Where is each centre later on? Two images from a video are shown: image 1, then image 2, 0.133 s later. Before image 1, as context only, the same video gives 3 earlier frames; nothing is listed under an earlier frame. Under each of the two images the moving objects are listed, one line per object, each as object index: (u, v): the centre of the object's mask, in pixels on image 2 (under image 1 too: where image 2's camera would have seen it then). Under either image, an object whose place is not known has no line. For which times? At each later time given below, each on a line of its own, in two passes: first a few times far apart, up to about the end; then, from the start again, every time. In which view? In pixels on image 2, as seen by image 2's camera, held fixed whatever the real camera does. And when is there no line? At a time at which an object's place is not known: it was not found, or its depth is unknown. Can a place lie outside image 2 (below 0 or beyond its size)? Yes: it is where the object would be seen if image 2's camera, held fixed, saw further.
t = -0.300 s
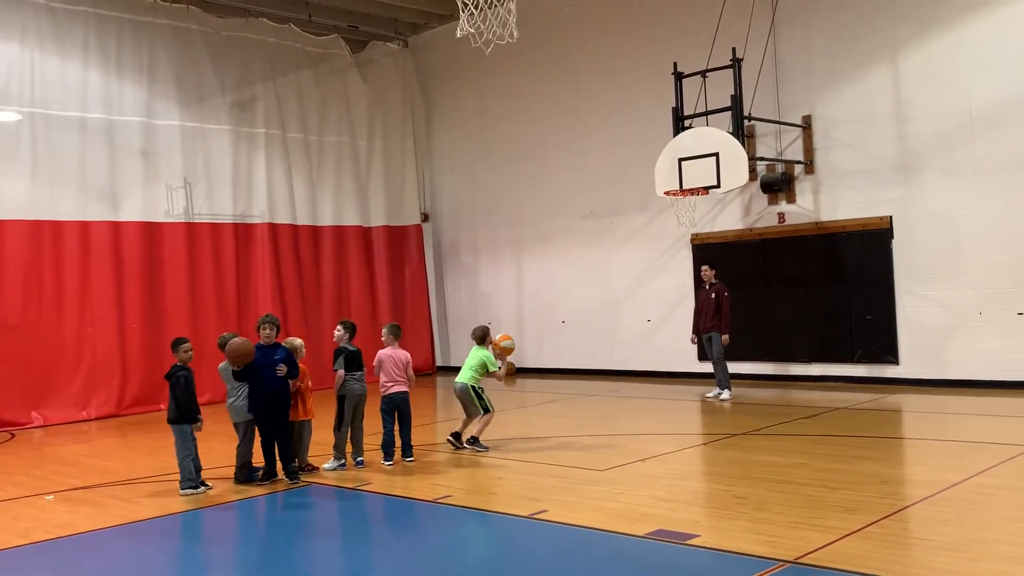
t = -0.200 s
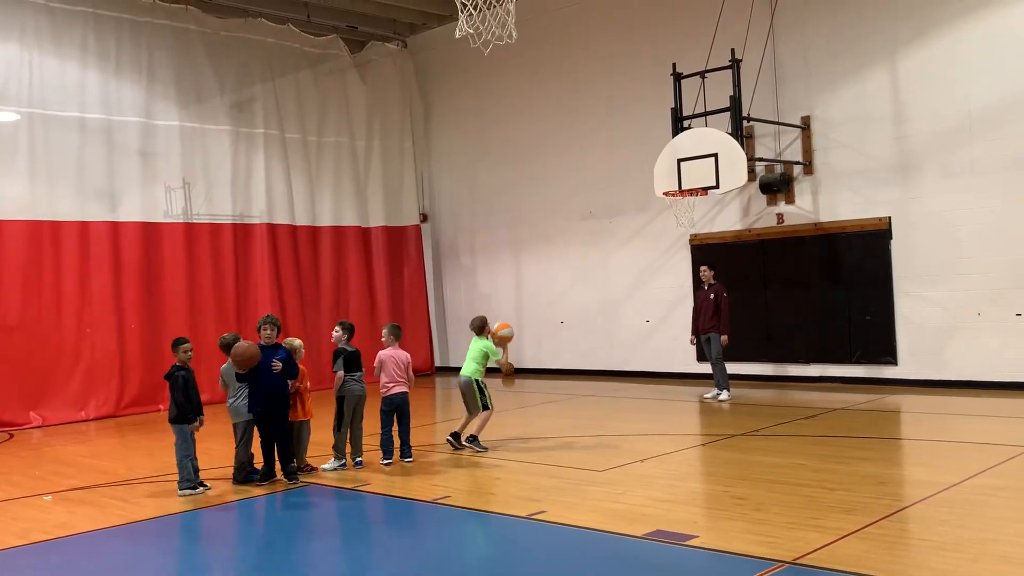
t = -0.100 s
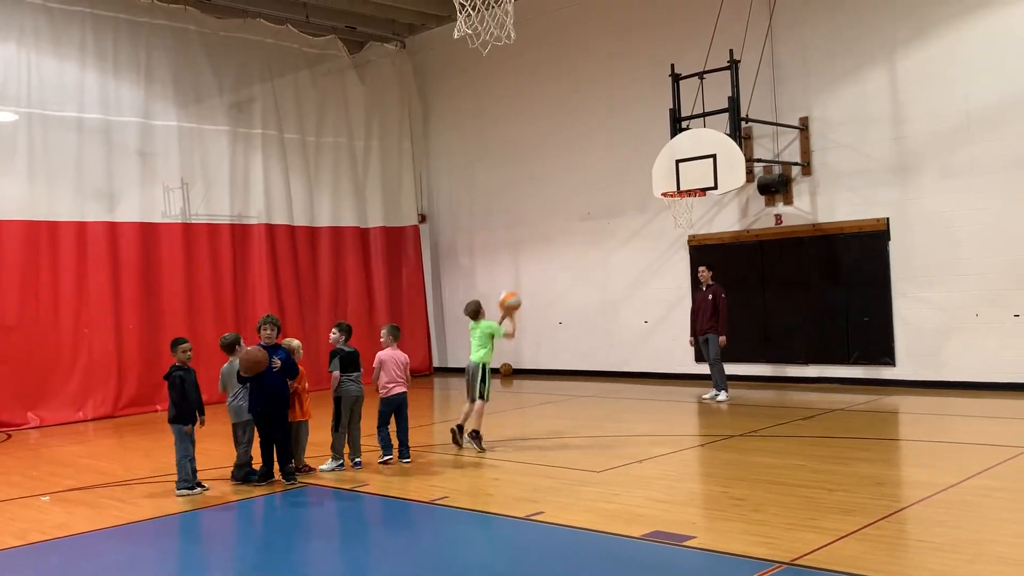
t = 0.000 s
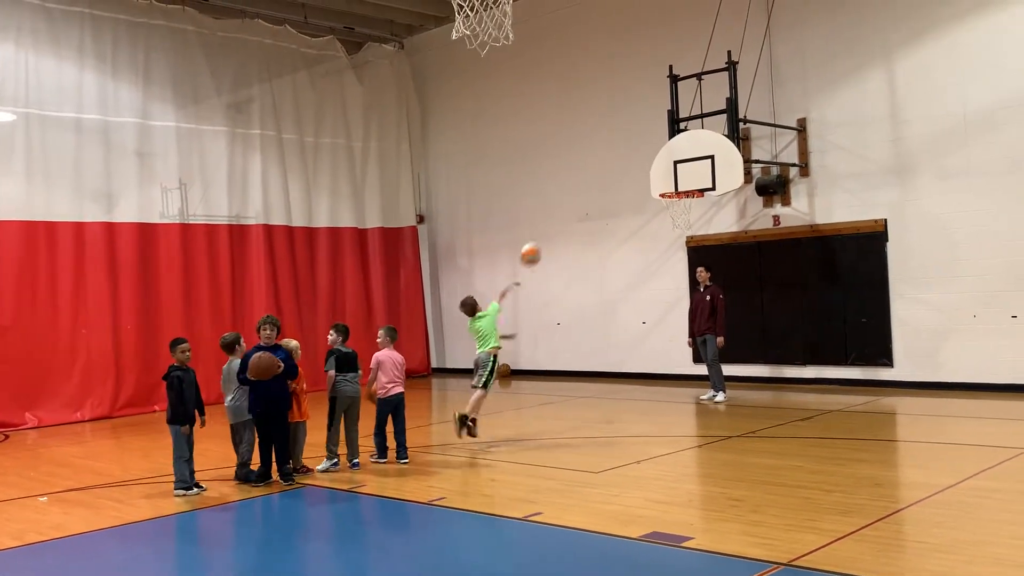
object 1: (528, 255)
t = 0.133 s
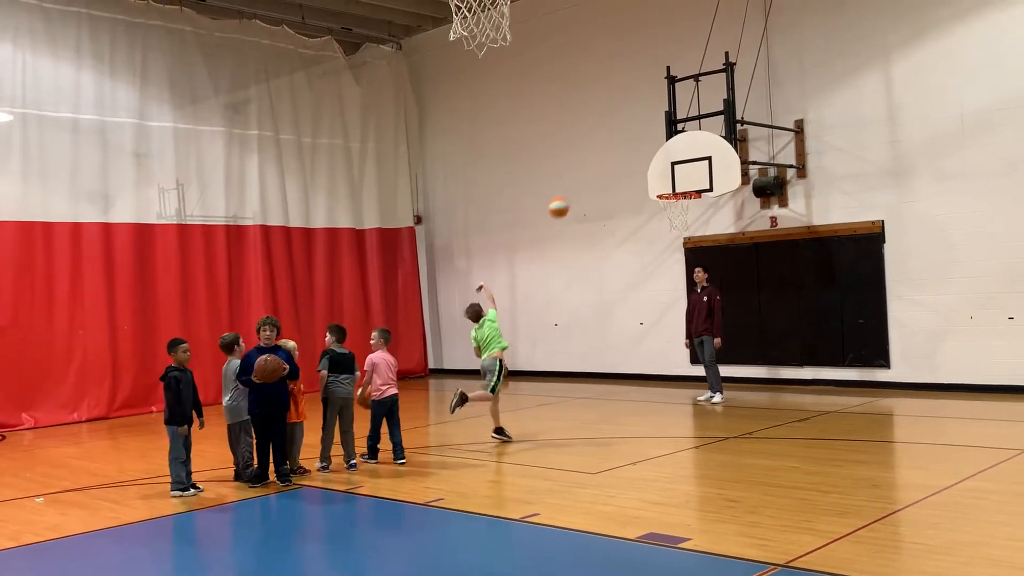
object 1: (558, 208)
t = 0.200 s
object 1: (573, 191)
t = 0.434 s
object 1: (619, 167)
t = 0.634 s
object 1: (656, 182)
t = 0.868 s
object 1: (654, 176)
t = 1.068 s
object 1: (630, 188)
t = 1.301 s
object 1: (601, 241)
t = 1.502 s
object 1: (578, 322)
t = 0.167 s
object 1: (566, 199)
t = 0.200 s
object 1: (573, 191)
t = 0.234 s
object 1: (579, 184)
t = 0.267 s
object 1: (586, 179)
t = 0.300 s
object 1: (593, 174)
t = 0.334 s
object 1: (600, 171)
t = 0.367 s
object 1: (606, 169)
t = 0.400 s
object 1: (612, 167)
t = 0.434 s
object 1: (619, 167)
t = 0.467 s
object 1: (625, 167)
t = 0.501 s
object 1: (631, 169)
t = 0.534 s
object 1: (637, 170)
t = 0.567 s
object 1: (644, 173)
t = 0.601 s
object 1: (650, 177)
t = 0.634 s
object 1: (656, 182)
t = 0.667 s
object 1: (661, 186)
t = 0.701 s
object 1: (665, 186)
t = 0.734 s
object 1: (668, 184)
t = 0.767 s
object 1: (668, 182)
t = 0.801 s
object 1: (663, 179)
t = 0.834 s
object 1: (659, 177)
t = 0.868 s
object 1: (654, 176)
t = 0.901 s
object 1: (650, 176)
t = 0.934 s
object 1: (646, 177)
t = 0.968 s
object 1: (642, 178)
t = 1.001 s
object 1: (638, 181)
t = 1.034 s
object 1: (634, 184)
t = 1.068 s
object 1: (630, 188)
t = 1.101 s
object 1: (625, 193)
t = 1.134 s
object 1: (621, 198)
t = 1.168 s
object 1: (617, 205)
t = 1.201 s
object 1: (613, 213)
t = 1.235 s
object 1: (609, 222)
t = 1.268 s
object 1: (605, 231)
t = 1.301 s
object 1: (601, 241)
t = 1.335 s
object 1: (597, 252)
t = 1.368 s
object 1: (593, 264)
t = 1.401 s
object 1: (589, 277)
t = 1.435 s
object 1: (586, 291)
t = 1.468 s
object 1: (582, 306)
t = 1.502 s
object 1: (578, 322)
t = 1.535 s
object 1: (576, 338)
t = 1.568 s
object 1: (572, 356)
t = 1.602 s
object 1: (567, 375)
